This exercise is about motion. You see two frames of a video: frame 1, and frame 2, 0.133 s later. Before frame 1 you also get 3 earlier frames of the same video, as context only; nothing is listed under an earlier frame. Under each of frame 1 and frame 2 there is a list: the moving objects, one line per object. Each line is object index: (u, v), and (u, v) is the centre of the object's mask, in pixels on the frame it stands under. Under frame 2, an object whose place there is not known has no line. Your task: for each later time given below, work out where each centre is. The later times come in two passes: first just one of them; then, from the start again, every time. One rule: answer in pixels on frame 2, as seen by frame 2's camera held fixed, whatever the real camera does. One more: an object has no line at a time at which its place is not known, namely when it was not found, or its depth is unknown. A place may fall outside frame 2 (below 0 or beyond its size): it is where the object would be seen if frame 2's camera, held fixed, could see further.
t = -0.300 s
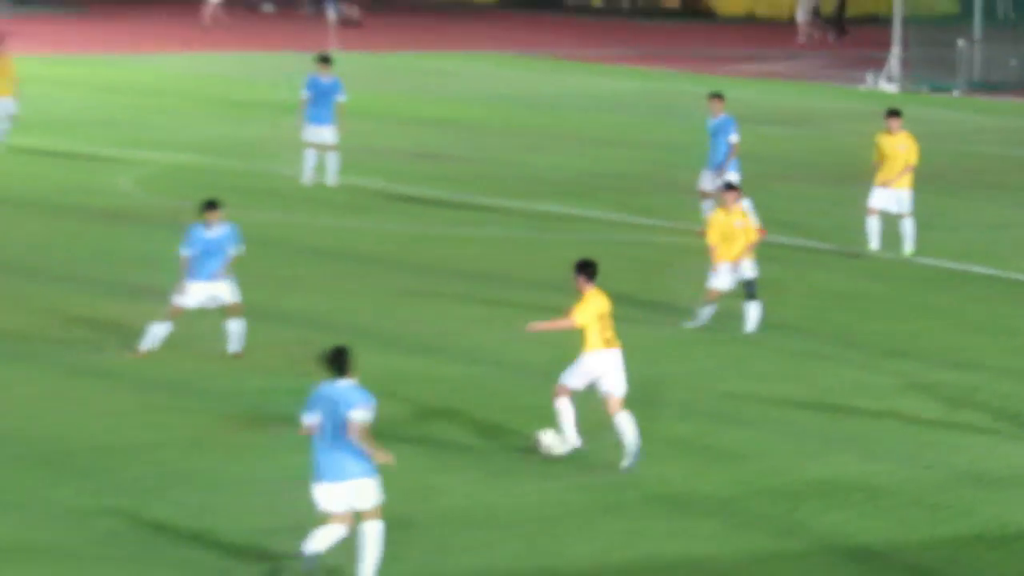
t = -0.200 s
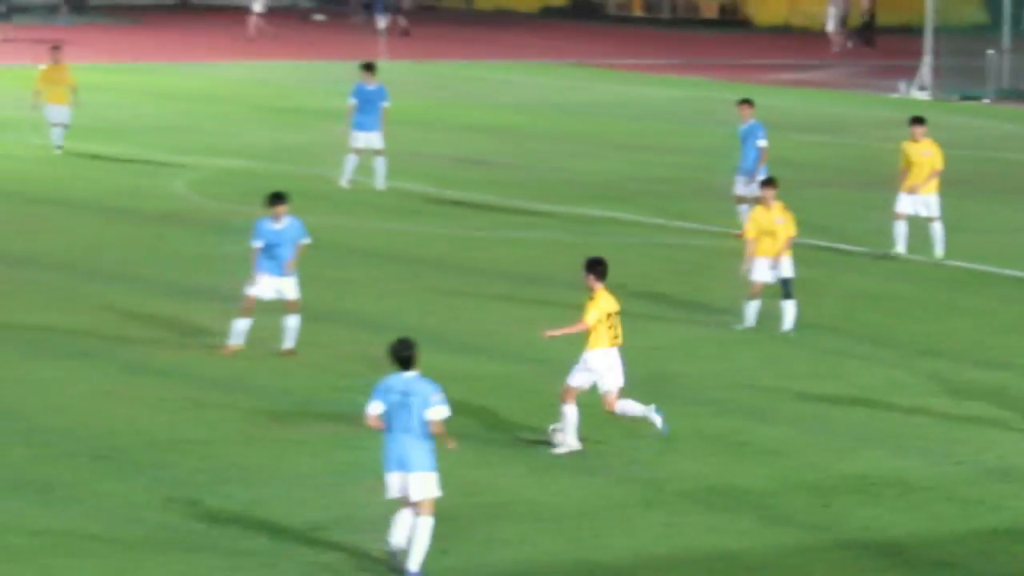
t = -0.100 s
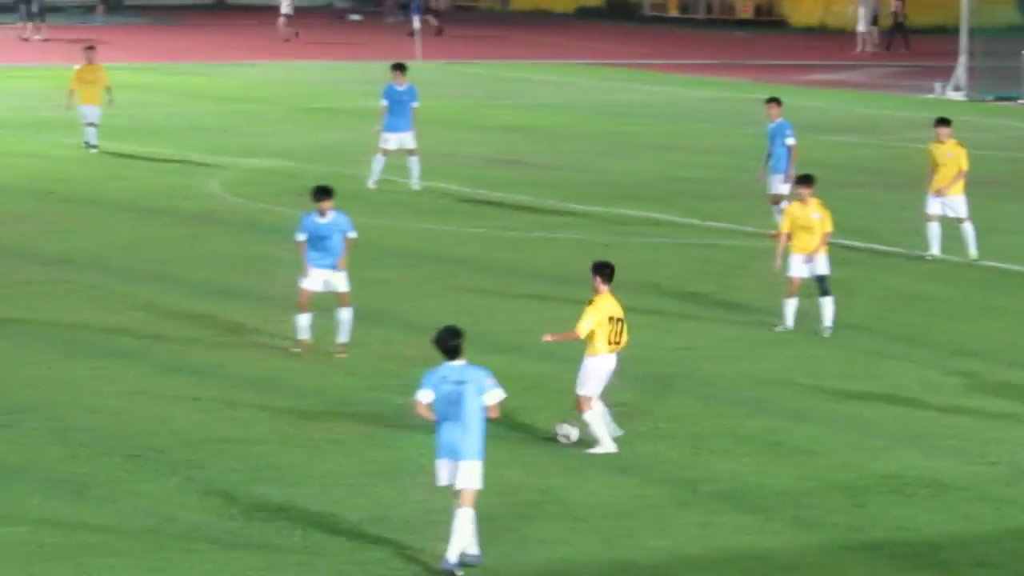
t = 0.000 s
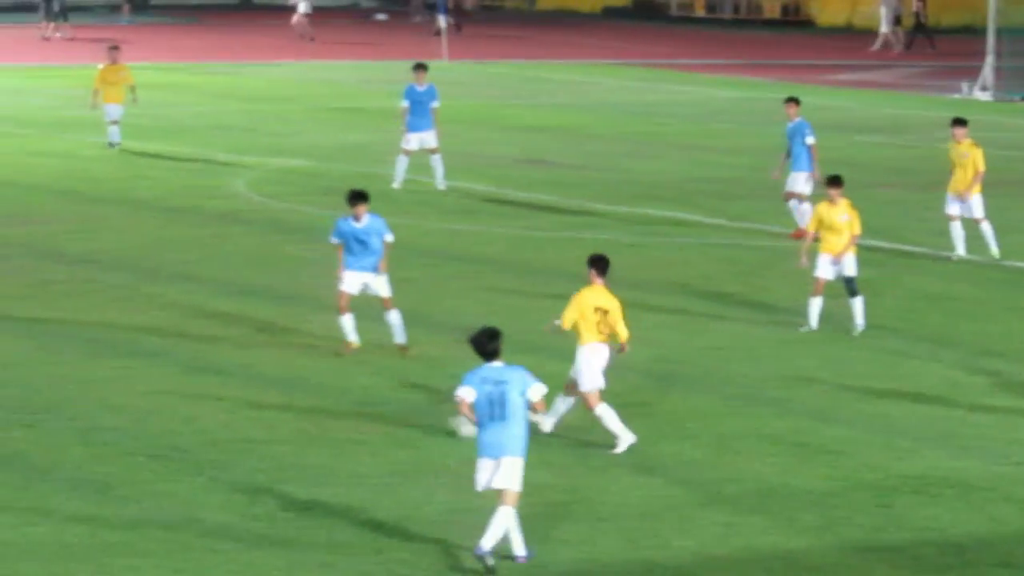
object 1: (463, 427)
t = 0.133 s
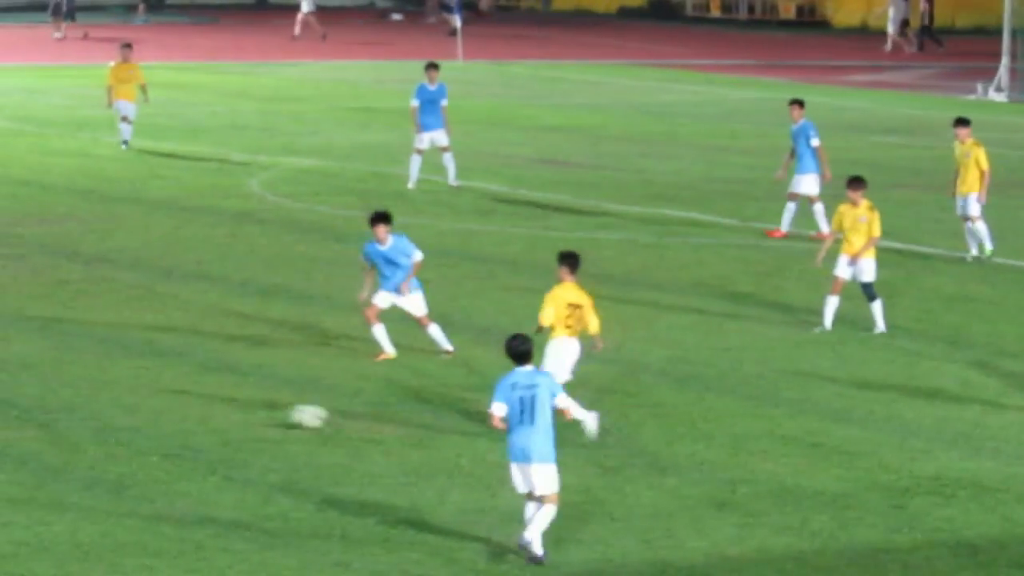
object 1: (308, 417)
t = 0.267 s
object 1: (147, 413)
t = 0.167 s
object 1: (266, 414)
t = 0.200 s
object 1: (225, 414)
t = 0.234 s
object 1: (183, 414)
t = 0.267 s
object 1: (147, 413)
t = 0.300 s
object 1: (113, 409)
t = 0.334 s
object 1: (79, 406)
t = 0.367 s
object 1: (46, 405)
